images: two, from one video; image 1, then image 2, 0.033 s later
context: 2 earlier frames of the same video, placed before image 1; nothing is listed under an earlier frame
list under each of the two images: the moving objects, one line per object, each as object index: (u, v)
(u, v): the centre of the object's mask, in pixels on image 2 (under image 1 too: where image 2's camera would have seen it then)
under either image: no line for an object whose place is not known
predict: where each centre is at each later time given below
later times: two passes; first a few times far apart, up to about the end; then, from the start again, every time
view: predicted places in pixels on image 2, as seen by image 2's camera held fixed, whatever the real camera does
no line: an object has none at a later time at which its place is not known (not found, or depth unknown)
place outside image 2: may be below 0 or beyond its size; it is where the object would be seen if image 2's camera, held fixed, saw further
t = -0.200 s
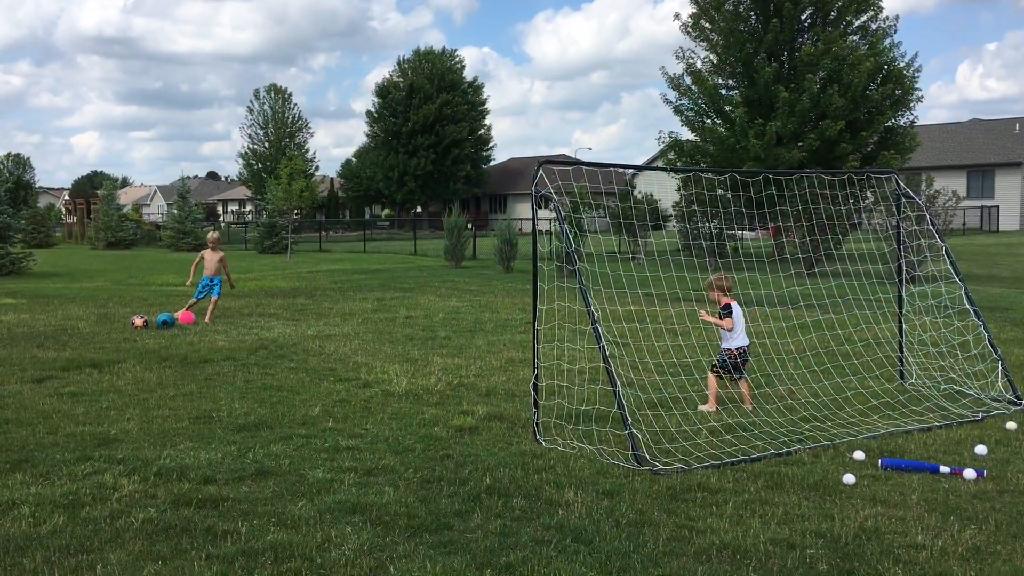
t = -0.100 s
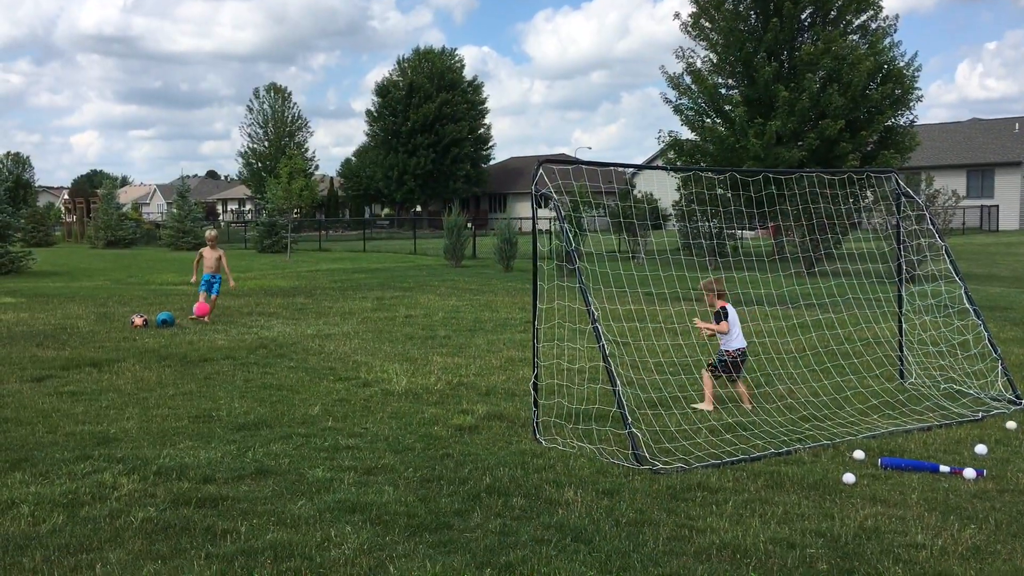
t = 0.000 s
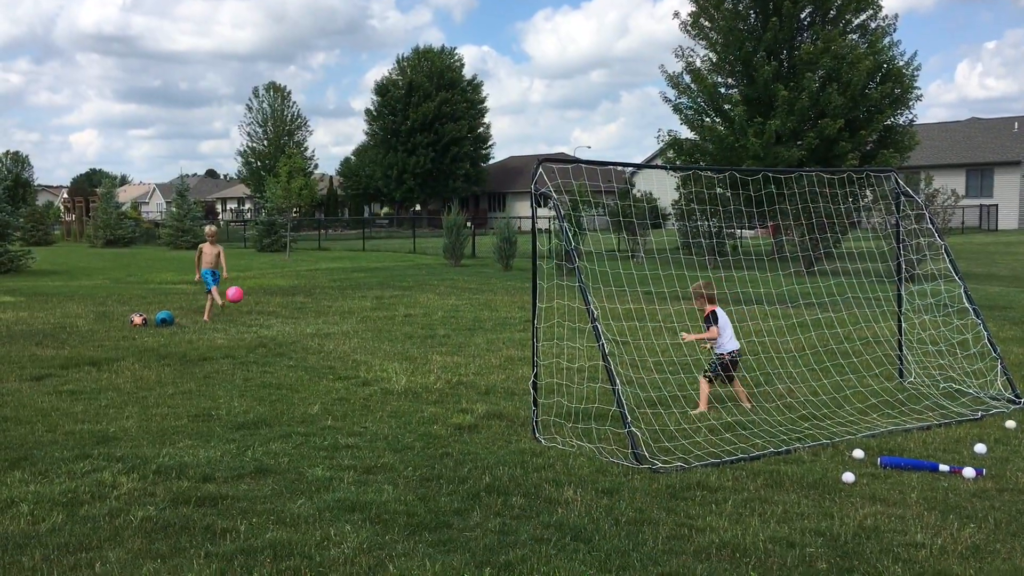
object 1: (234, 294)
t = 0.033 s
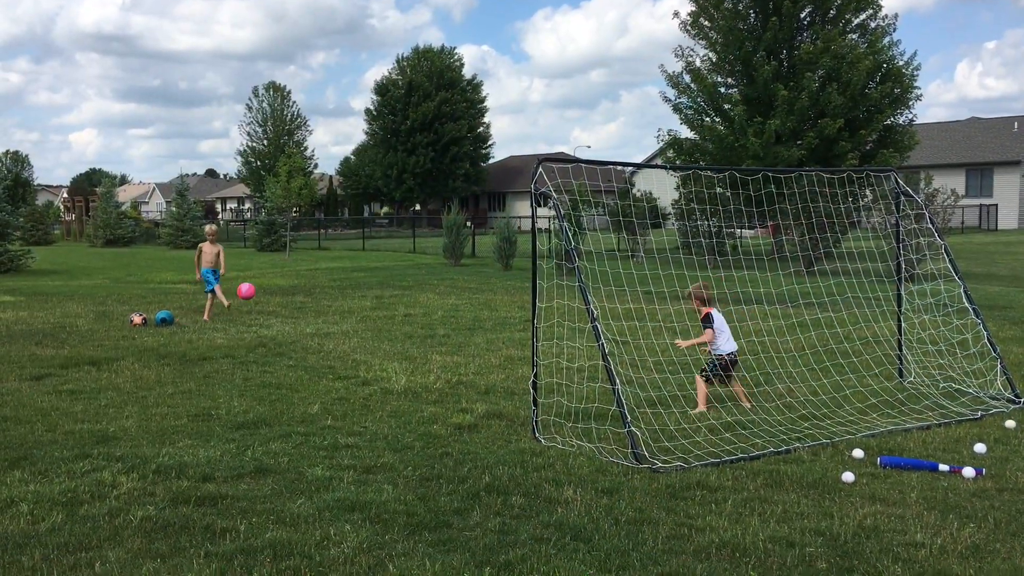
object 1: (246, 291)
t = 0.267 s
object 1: (340, 295)
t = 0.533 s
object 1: (469, 352)
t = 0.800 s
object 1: (567, 341)
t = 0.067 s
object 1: (258, 289)
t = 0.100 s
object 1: (271, 288)
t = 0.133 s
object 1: (284, 287)
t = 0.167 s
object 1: (297, 288)
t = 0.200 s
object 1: (311, 289)
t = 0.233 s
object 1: (325, 291)
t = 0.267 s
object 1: (340, 295)
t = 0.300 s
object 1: (355, 300)
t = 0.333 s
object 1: (370, 305)
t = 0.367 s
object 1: (387, 311)
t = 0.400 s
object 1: (403, 320)
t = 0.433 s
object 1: (420, 329)
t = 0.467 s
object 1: (437, 340)
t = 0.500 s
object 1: (455, 351)
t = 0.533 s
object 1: (469, 352)
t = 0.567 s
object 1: (480, 348)
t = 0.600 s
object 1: (492, 343)
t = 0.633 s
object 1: (504, 340)
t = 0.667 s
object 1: (515, 337)
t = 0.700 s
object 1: (528, 336)
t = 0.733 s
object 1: (544, 336)
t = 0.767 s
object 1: (554, 338)
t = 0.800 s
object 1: (567, 341)
